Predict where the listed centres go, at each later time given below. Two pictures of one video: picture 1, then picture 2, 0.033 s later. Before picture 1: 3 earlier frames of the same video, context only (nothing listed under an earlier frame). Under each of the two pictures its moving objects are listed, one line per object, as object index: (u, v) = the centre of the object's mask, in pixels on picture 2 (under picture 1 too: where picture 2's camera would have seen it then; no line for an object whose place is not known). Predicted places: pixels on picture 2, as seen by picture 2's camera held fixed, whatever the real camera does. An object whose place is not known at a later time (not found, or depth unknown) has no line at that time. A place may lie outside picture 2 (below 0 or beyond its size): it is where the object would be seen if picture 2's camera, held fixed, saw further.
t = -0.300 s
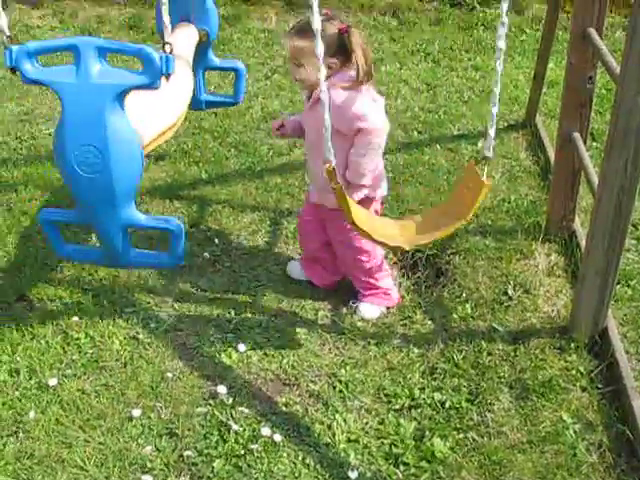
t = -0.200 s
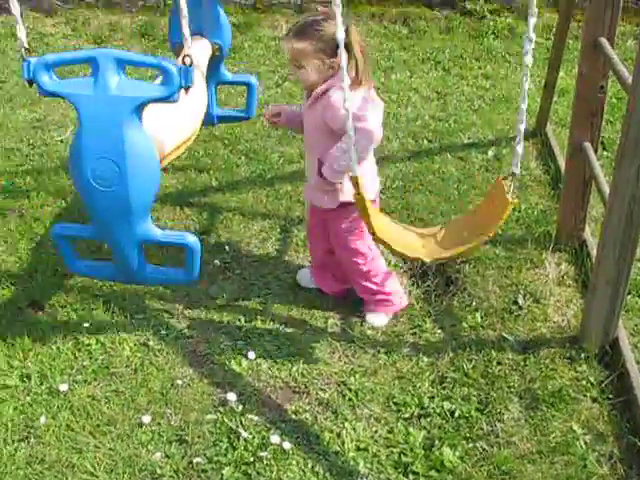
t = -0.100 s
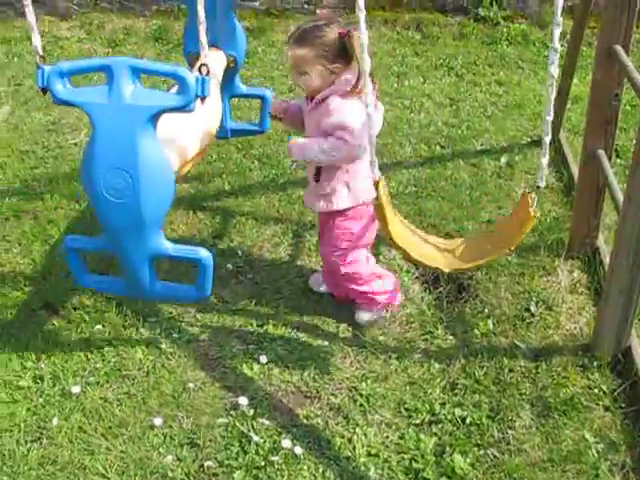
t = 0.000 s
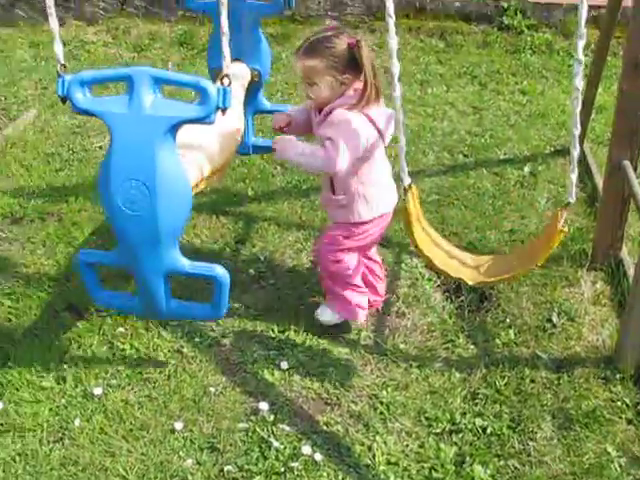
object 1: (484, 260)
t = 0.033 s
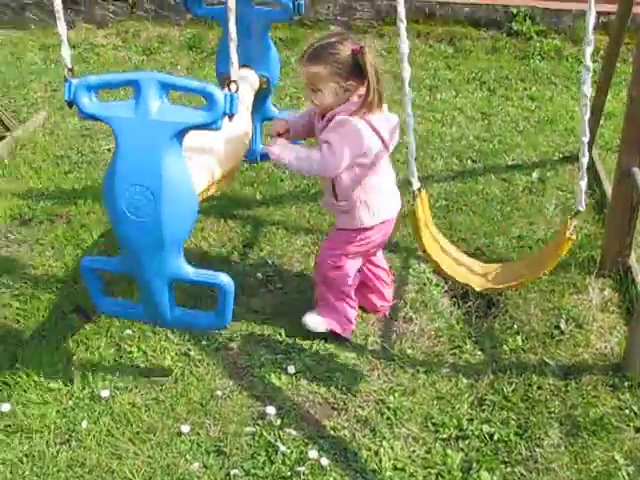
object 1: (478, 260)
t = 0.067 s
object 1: (478, 261)
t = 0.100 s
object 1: (477, 261)
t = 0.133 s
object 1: (470, 259)
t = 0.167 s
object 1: (465, 255)
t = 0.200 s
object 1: (464, 255)
